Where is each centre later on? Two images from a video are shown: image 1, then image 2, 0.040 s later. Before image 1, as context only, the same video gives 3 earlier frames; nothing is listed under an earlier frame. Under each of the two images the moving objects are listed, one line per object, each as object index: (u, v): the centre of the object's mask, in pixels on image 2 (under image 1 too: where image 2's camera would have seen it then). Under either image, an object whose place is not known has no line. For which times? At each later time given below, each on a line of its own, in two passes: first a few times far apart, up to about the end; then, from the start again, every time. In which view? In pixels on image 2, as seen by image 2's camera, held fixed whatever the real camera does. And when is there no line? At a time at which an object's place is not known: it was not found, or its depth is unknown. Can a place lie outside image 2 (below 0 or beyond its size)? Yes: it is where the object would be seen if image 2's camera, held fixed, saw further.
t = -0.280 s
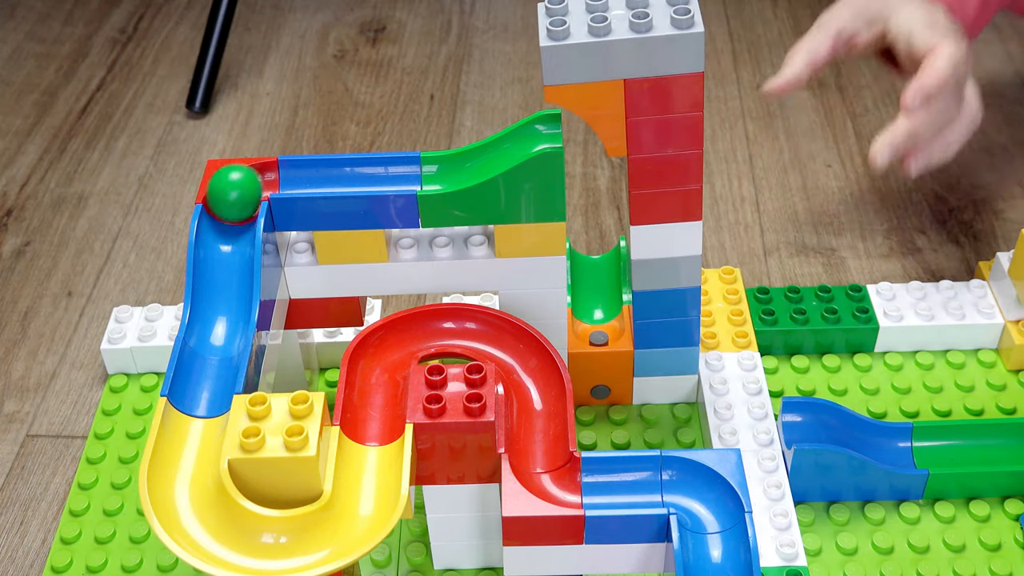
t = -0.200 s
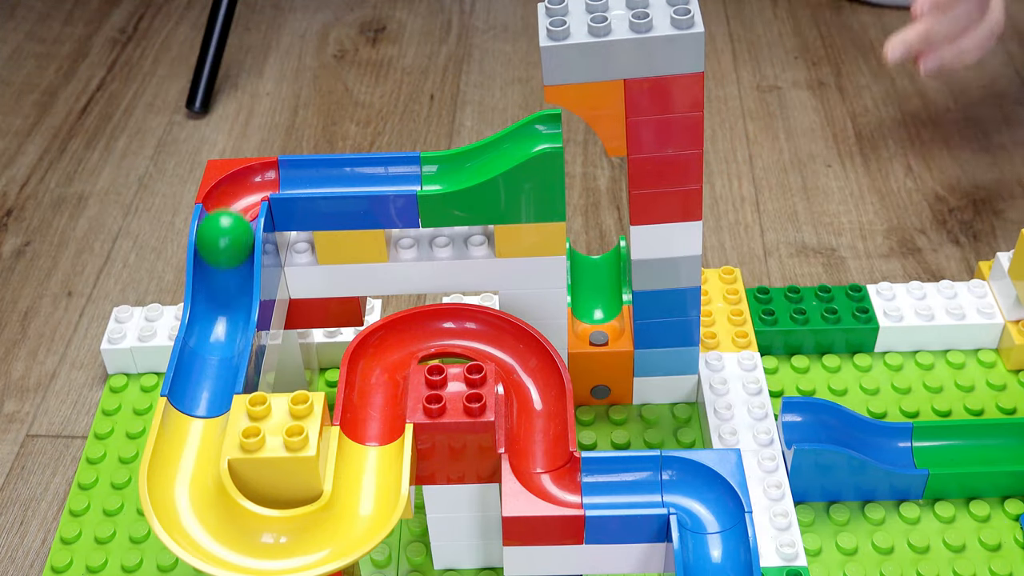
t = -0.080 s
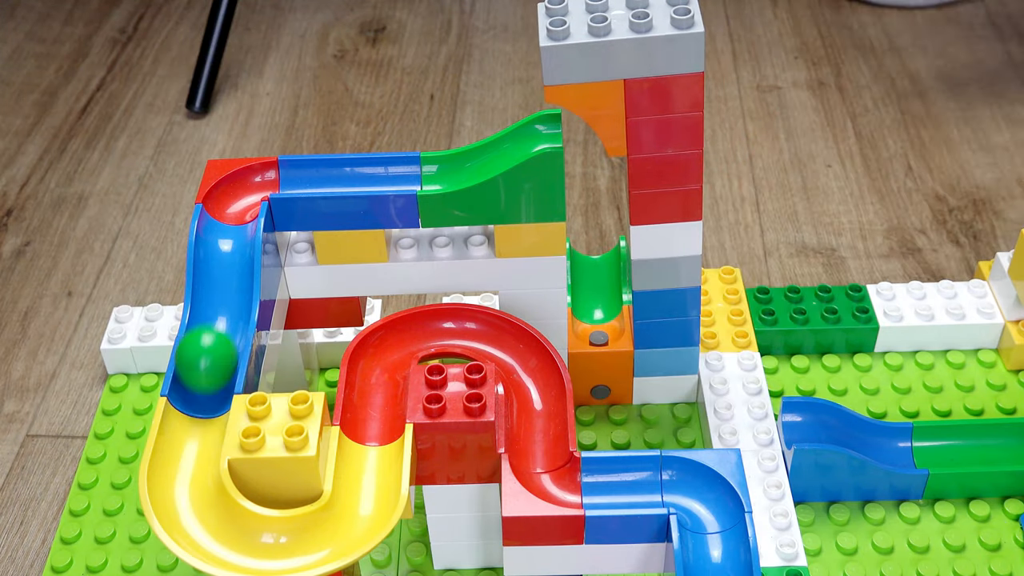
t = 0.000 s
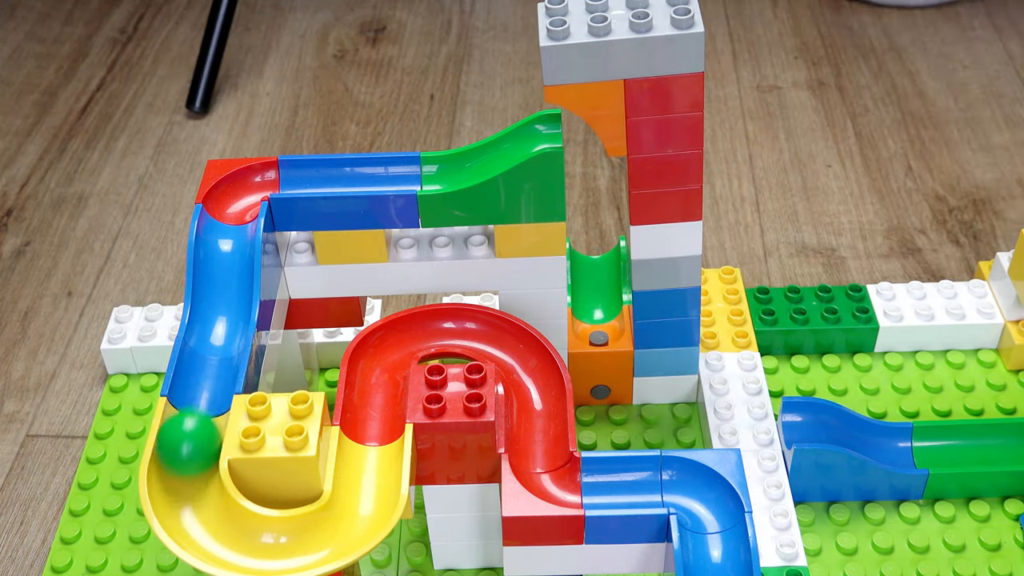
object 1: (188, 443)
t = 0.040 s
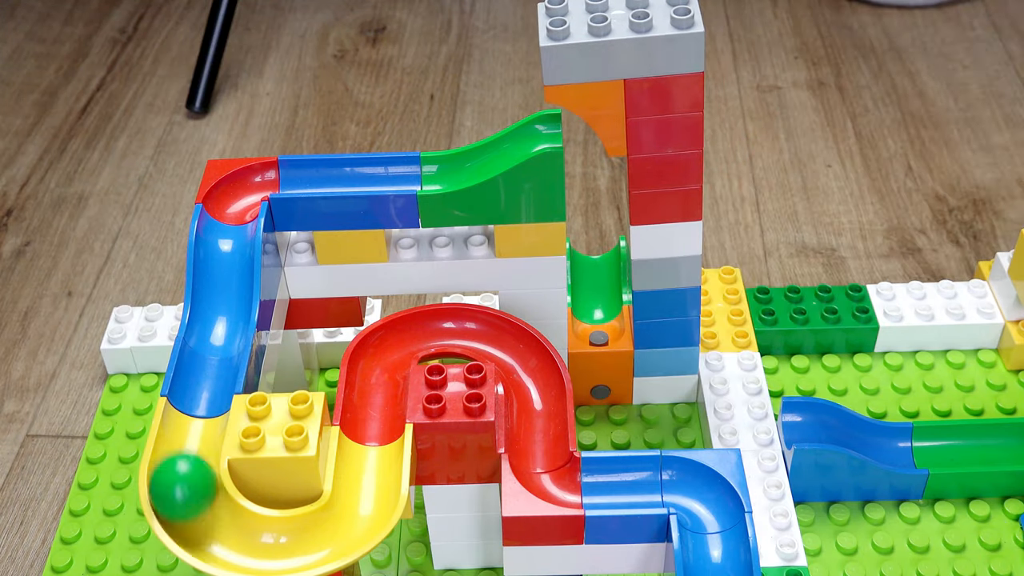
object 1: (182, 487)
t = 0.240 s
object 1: (368, 483)
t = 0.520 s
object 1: (455, 325)
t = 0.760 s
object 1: (540, 459)
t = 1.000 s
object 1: (646, 480)
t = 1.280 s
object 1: (717, 550)
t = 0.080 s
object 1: (210, 527)
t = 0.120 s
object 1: (259, 544)
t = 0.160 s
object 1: (312, 537)
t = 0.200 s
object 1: (352, 516)
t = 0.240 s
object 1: (368, 483)
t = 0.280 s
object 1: (371, 448)
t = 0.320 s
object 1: (373, 417)
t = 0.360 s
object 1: (376, 389)
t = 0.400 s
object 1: (379, 361)
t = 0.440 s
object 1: (392, 342)
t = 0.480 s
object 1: (419, 328)
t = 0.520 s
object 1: (455, 325)
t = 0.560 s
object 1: (491, 334)
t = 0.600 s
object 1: (521, 356)
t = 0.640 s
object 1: (536, 390)
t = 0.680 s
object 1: (537, 418)
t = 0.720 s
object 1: (537, 443)
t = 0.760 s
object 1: (540, 459)
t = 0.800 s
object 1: (551, 472)
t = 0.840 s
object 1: (568, 480)
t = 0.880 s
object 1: (587, 482)
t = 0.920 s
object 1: (607, 481)
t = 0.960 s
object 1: (626, 481)
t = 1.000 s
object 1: (646, 480)
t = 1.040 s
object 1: (665, 480)
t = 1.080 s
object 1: (684, 483)
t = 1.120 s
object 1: (699, 492)
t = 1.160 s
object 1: (709, 505)
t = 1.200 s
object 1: (712, 520)
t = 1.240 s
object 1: (714, 535)
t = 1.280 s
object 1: (717, 550)
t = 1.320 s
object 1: (718, 565)
